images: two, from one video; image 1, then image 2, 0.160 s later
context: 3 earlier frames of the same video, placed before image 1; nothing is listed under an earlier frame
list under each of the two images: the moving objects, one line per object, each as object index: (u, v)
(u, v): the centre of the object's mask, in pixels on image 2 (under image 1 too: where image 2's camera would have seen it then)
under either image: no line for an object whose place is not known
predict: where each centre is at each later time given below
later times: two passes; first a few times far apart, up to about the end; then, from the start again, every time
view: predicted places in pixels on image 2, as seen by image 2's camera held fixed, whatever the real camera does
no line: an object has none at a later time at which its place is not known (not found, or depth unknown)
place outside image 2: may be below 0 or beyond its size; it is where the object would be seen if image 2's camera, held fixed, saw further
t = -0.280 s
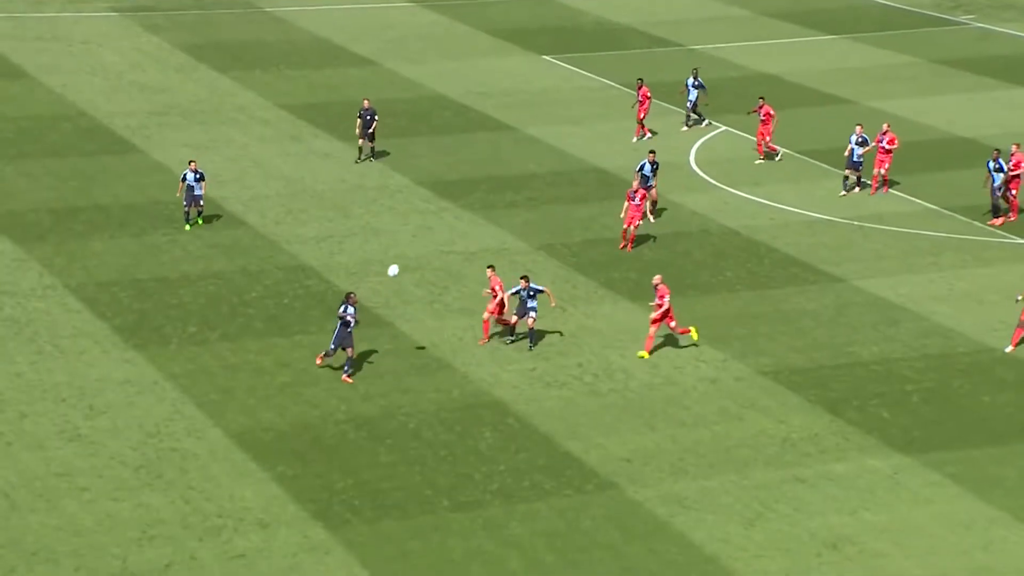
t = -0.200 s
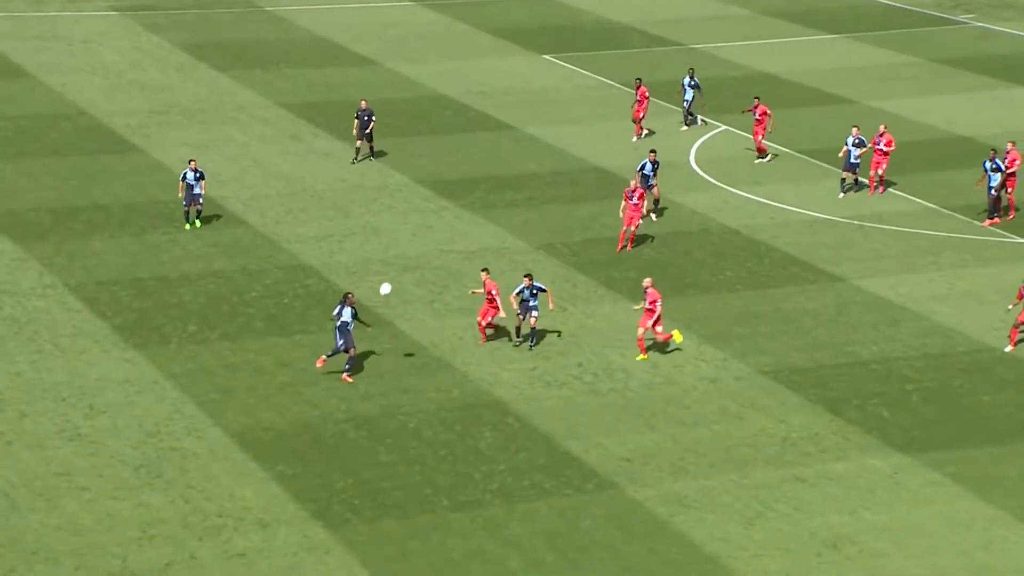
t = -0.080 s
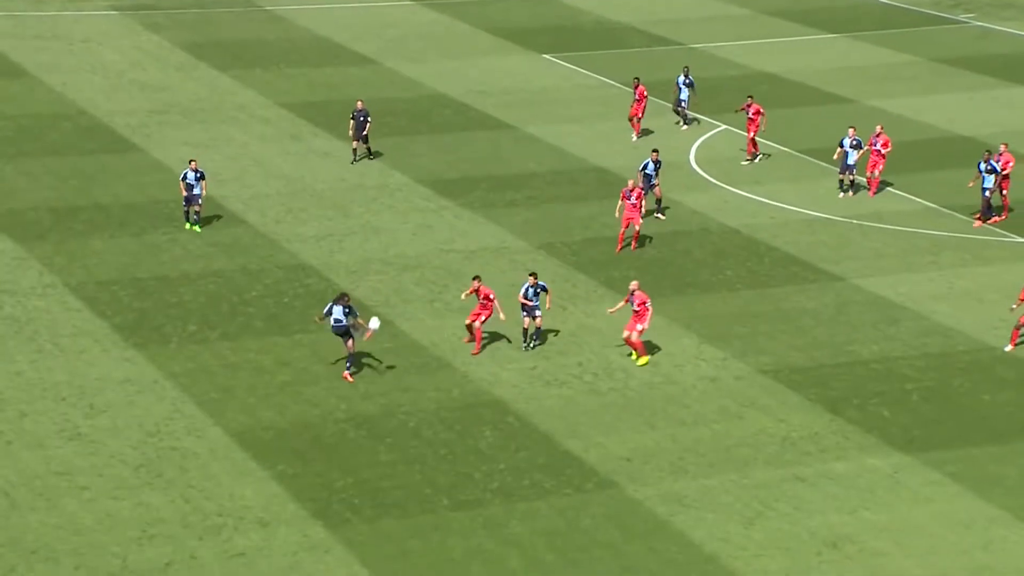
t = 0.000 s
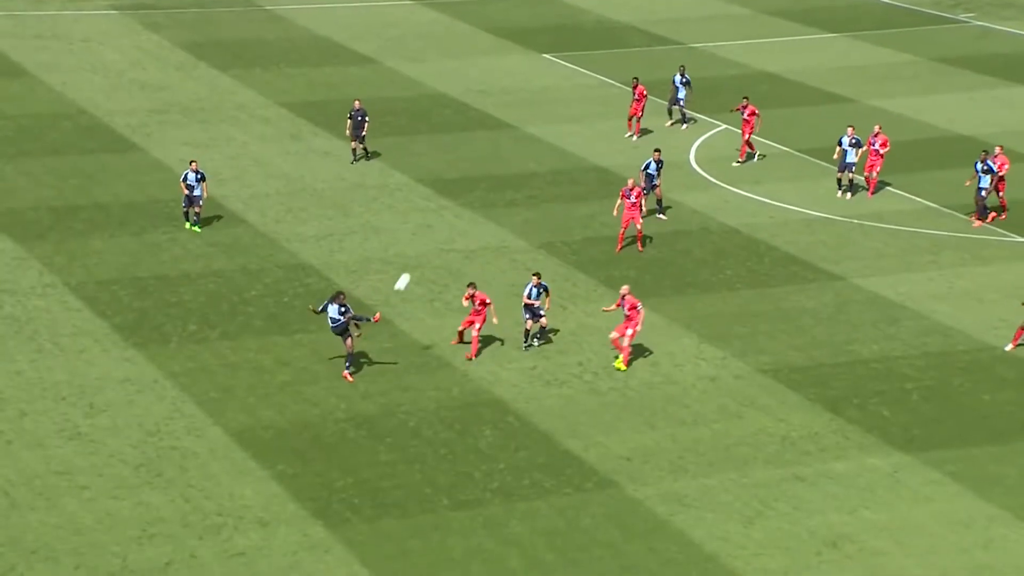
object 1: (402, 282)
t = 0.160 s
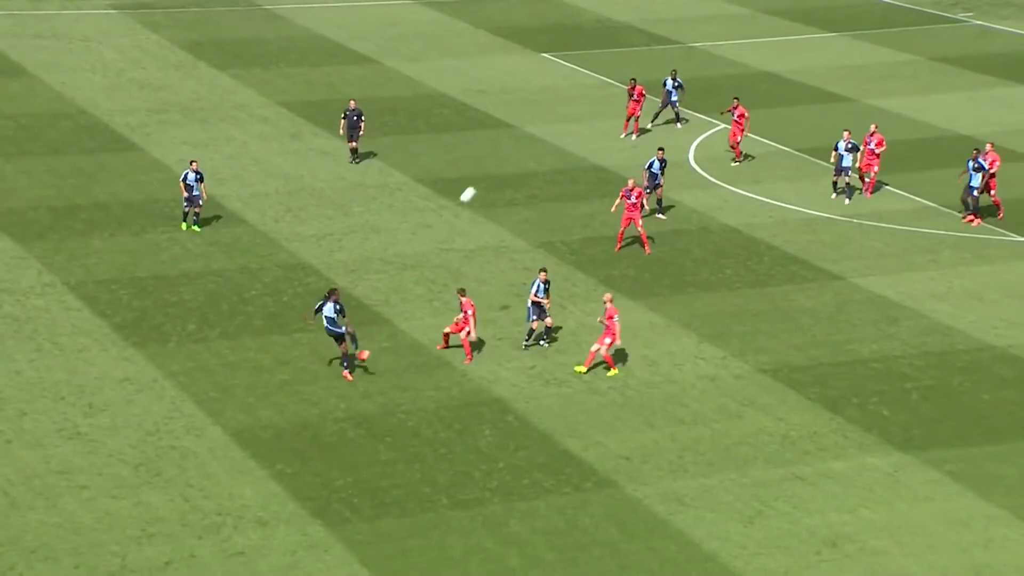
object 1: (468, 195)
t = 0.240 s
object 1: (500, 159)
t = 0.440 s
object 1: (575, 92)
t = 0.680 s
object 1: (655, 48)
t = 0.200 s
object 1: (484, 176)
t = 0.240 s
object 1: (500, 159)
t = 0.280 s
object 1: (515, 144)
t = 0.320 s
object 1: (530, 129)
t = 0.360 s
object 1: (545, 116)
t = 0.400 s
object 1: (560, 103)
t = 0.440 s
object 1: (575, 92)
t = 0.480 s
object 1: (588, 82)
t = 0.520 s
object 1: (602, 73)
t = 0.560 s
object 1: (616, 65)
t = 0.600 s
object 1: (629, 58)
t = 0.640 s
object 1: (643, 53)
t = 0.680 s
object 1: (655, 48)
